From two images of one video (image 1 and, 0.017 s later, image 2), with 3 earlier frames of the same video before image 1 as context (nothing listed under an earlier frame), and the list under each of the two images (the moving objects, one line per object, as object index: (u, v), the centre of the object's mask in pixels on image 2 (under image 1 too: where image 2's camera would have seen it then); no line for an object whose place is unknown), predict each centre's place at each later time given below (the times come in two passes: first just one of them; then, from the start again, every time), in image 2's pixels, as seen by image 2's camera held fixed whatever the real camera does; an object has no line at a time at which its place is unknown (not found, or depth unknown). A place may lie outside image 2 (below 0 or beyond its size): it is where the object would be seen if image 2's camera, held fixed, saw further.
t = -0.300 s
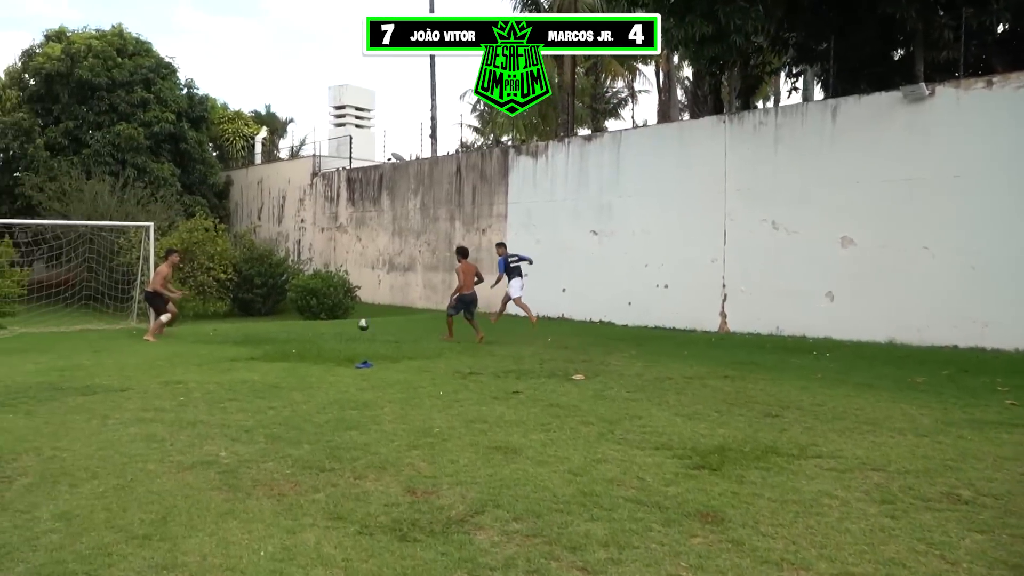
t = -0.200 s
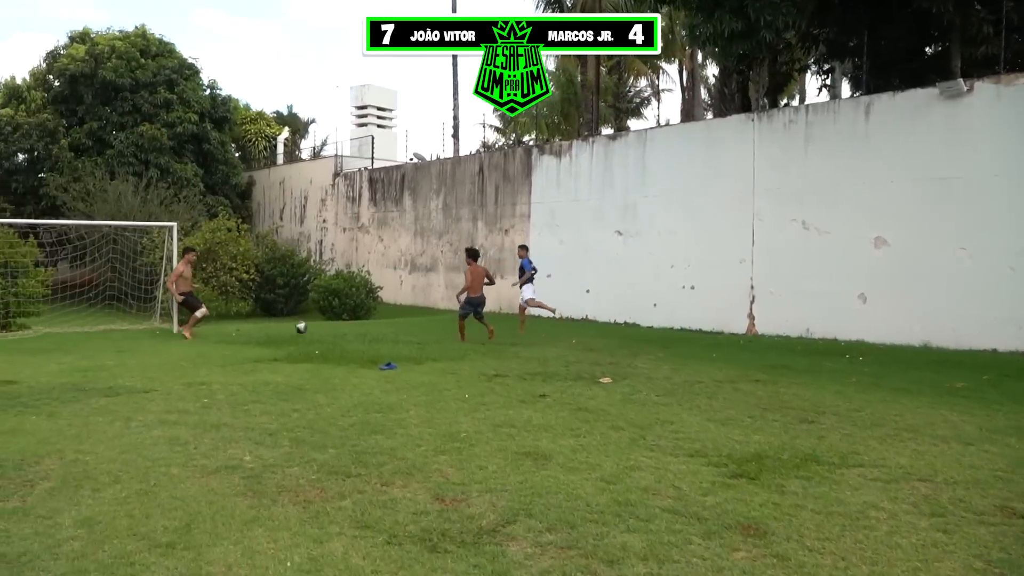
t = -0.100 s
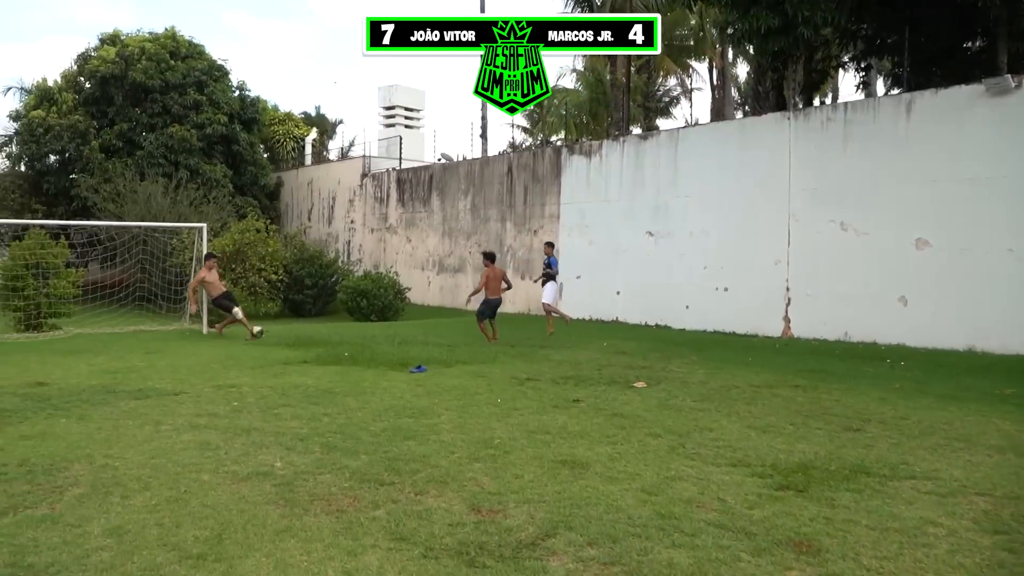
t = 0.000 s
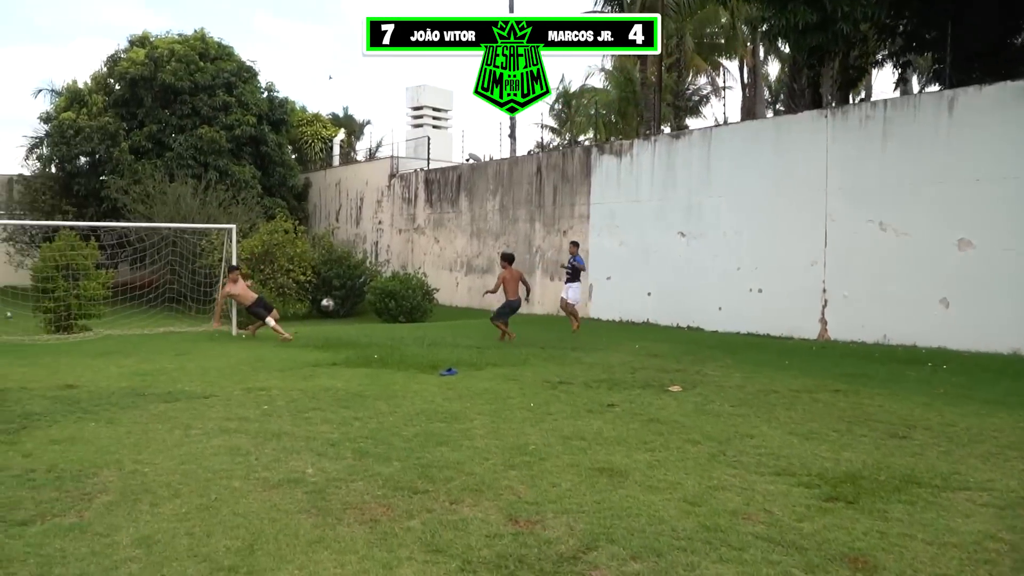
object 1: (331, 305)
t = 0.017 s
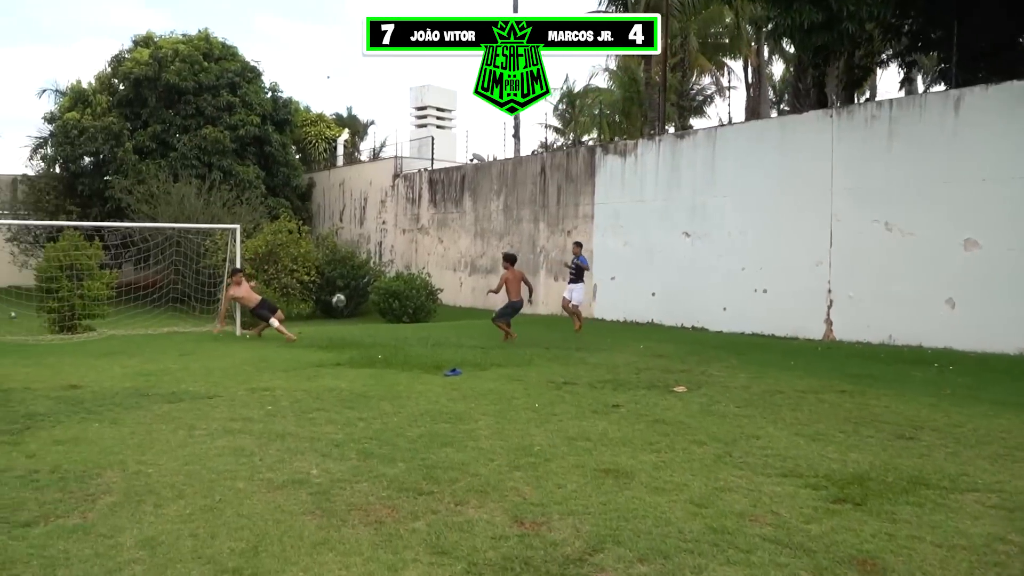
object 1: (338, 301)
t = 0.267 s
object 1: (456, 250)
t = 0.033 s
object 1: (345, 296)
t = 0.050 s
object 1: (354, 292)
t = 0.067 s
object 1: (361, 286)
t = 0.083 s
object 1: (368, 282)
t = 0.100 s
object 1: (376, 279)
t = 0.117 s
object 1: (382, 276)
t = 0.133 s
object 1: (391, 273)
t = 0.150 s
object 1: (399, 269)
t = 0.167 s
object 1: (407, 266)
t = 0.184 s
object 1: (415, 264)
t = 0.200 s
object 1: (423, 261)
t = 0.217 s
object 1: (431, 257)
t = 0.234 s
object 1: (439, 254)
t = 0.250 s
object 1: (447, 252)
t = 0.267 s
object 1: (456, 250)
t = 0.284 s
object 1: (464, 247)
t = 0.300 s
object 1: (473, 245)
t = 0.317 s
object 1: (481, 243)
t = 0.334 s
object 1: (490, 240)
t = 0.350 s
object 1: (498, 239)
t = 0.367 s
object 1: (507, 237)
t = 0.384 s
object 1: (516, 236)
